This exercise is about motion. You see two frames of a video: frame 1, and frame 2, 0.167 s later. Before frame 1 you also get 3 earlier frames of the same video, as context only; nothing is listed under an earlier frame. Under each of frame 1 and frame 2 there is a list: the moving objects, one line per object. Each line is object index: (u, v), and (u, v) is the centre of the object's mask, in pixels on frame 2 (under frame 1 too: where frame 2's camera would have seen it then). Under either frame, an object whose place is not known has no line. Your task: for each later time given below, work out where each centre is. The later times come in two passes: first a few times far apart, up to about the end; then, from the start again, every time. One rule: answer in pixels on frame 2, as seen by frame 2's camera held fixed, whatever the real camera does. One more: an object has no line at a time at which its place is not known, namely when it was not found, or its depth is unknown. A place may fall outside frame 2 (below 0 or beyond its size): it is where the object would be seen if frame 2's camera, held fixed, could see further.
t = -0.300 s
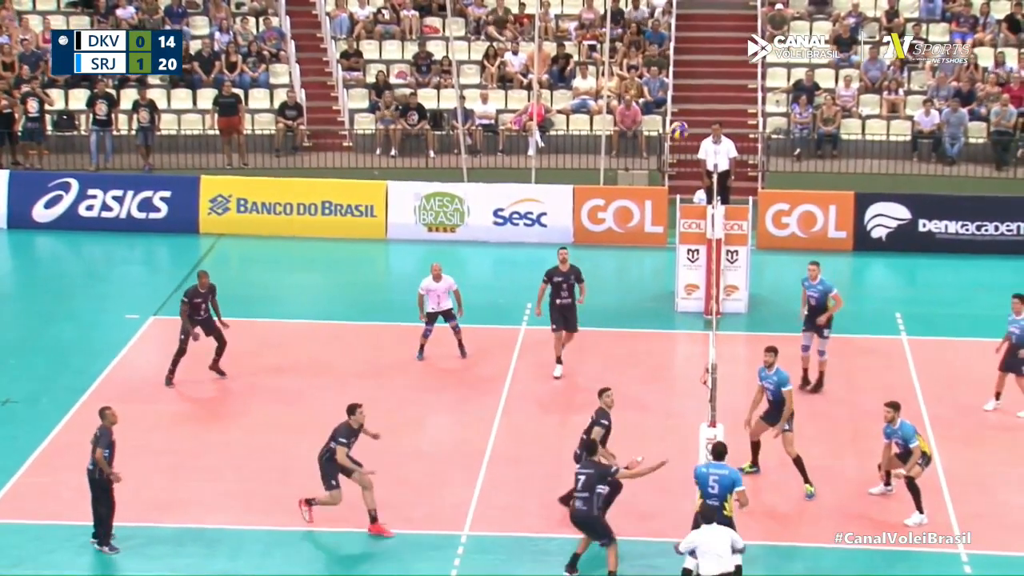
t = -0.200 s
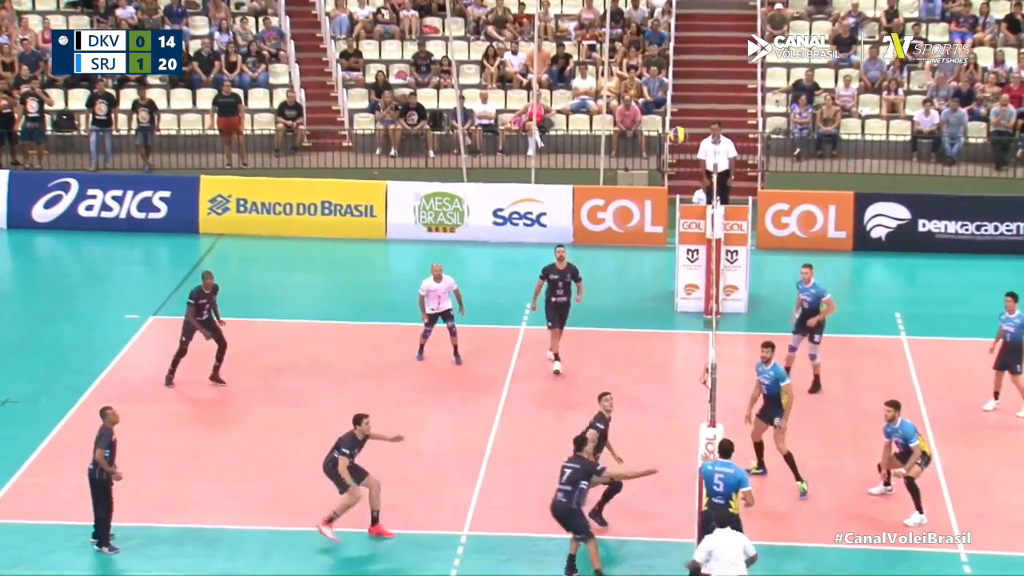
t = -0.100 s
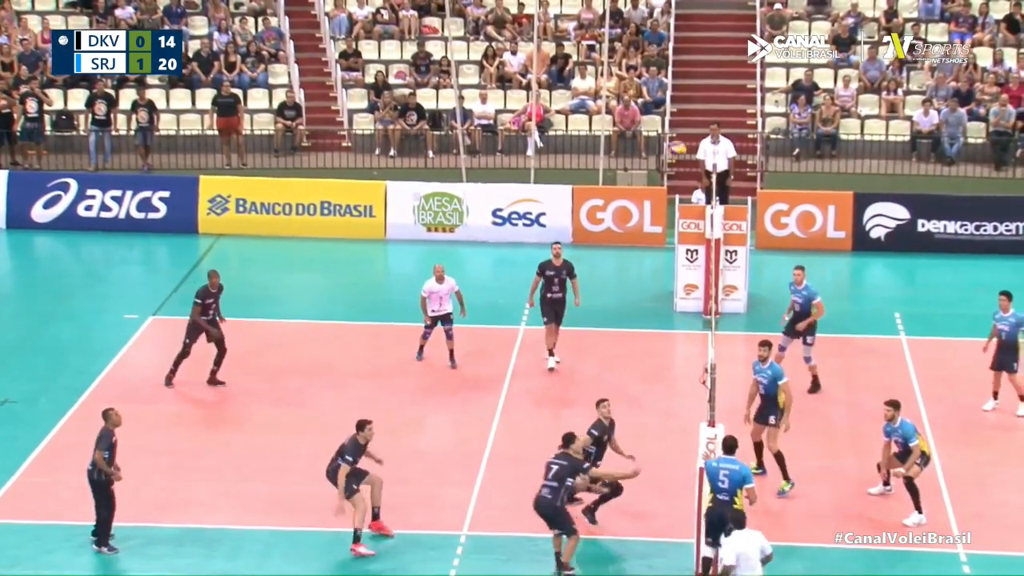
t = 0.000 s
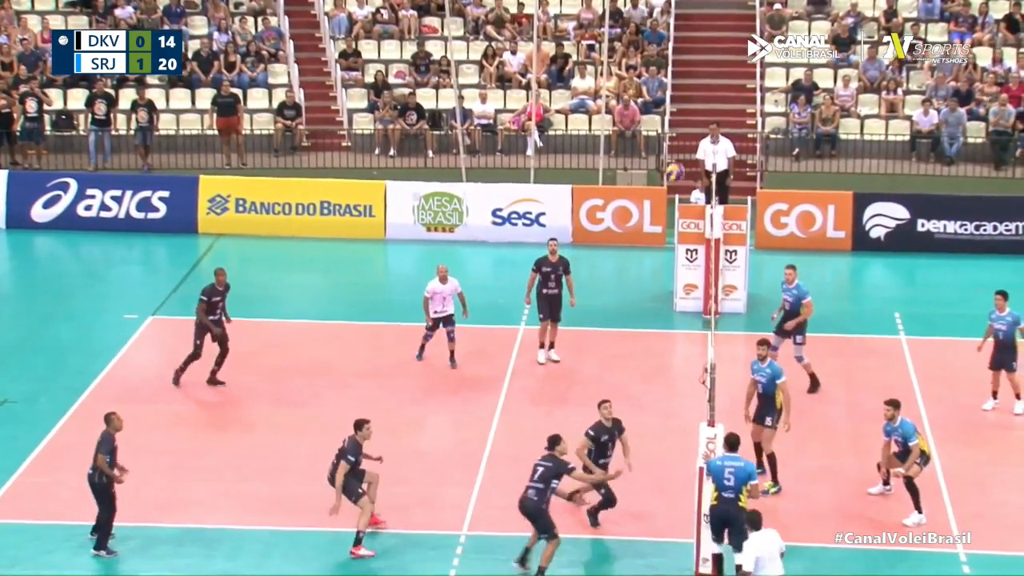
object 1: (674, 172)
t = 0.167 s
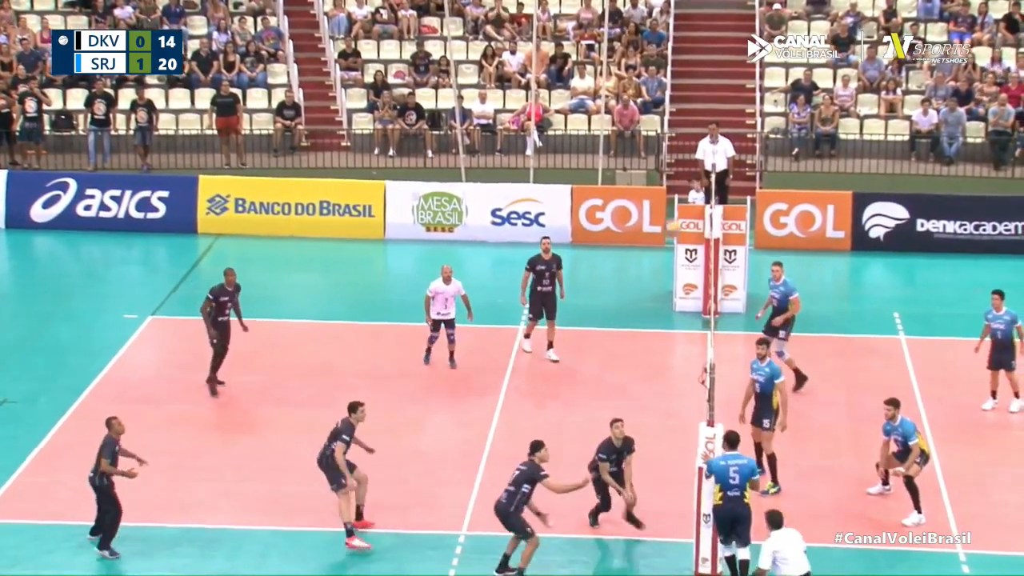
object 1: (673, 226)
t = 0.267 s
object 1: (670, 274)
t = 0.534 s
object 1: (664, 434)
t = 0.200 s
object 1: (671, 244)
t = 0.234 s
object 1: (670, 258)
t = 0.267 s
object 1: (670, 274)
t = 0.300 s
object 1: (669, 291)
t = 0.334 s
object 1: (668, 308)
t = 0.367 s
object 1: (668, 326)
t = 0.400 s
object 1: (667, 345)
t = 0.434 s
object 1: (666, 366)
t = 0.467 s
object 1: (667, 388)
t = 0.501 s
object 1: (665, 411)
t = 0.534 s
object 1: (664, 434)
